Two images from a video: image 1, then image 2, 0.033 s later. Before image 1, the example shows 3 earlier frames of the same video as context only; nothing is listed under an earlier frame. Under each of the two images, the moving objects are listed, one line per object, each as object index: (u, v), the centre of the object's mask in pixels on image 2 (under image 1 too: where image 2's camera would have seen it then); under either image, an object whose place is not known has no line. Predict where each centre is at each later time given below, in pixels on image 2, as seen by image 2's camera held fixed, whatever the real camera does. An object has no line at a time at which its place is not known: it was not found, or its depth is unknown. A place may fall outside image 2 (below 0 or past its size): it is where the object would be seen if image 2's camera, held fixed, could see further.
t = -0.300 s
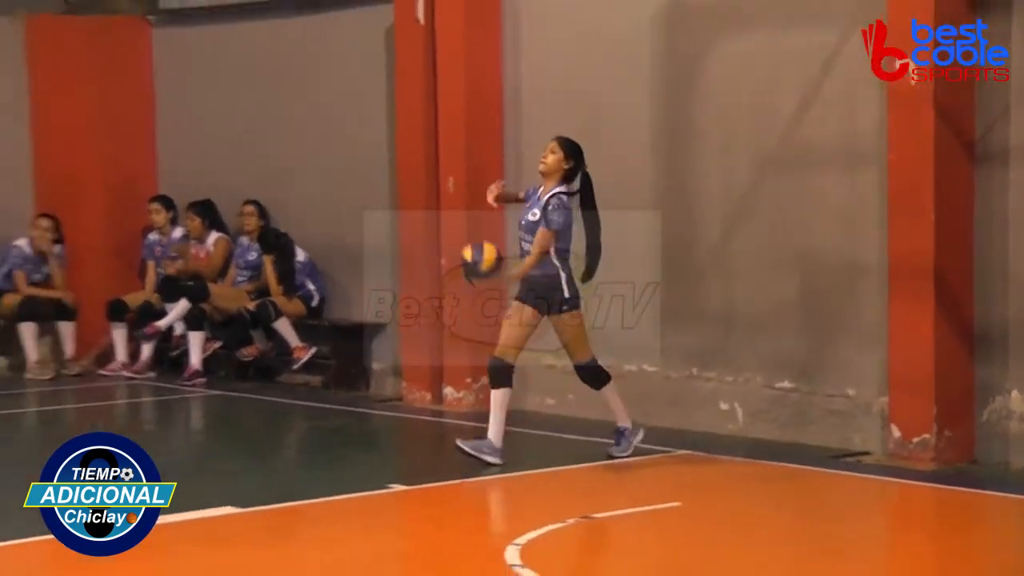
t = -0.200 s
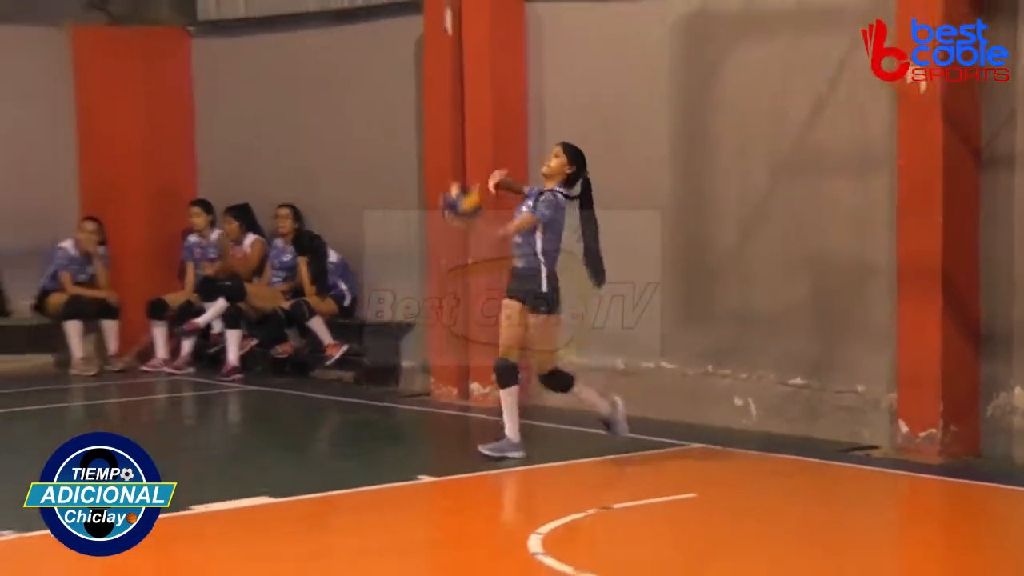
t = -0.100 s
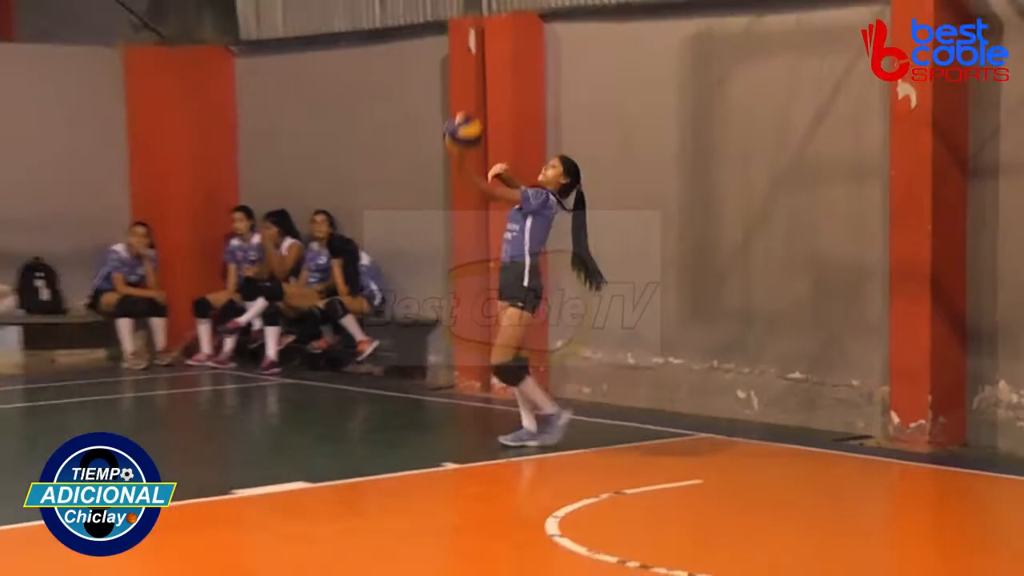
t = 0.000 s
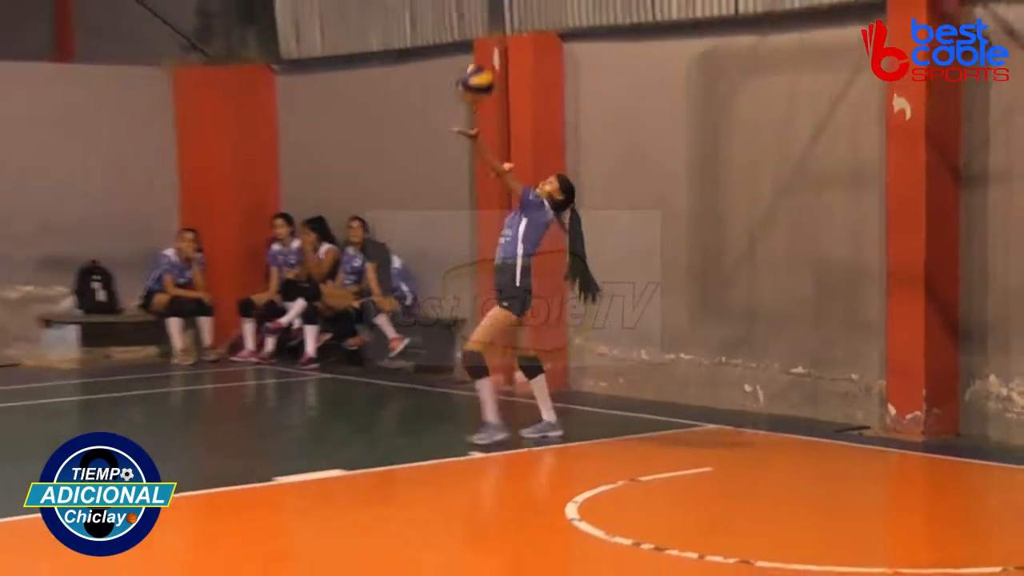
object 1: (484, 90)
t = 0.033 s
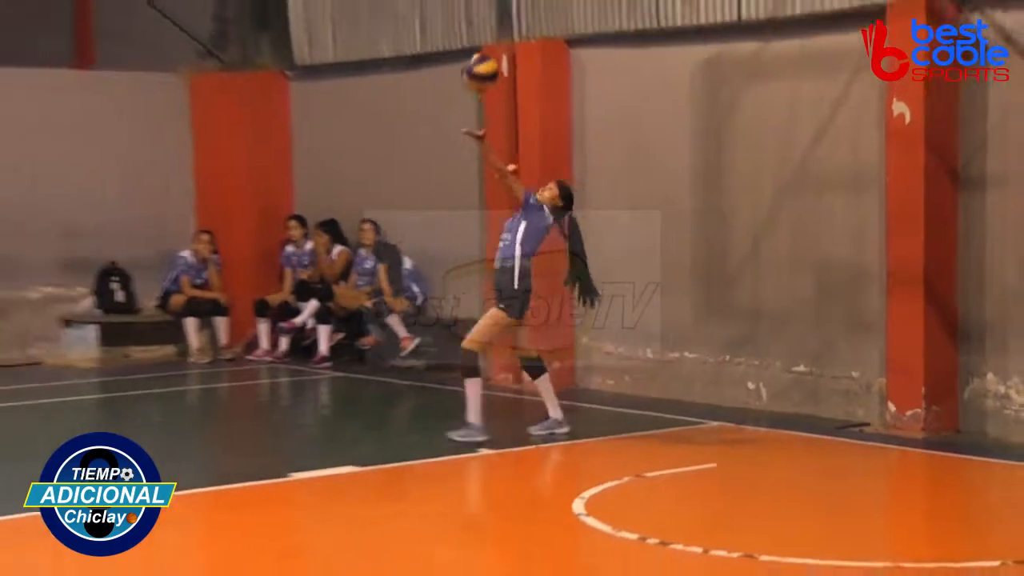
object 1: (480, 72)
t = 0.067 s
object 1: (476, 56)
